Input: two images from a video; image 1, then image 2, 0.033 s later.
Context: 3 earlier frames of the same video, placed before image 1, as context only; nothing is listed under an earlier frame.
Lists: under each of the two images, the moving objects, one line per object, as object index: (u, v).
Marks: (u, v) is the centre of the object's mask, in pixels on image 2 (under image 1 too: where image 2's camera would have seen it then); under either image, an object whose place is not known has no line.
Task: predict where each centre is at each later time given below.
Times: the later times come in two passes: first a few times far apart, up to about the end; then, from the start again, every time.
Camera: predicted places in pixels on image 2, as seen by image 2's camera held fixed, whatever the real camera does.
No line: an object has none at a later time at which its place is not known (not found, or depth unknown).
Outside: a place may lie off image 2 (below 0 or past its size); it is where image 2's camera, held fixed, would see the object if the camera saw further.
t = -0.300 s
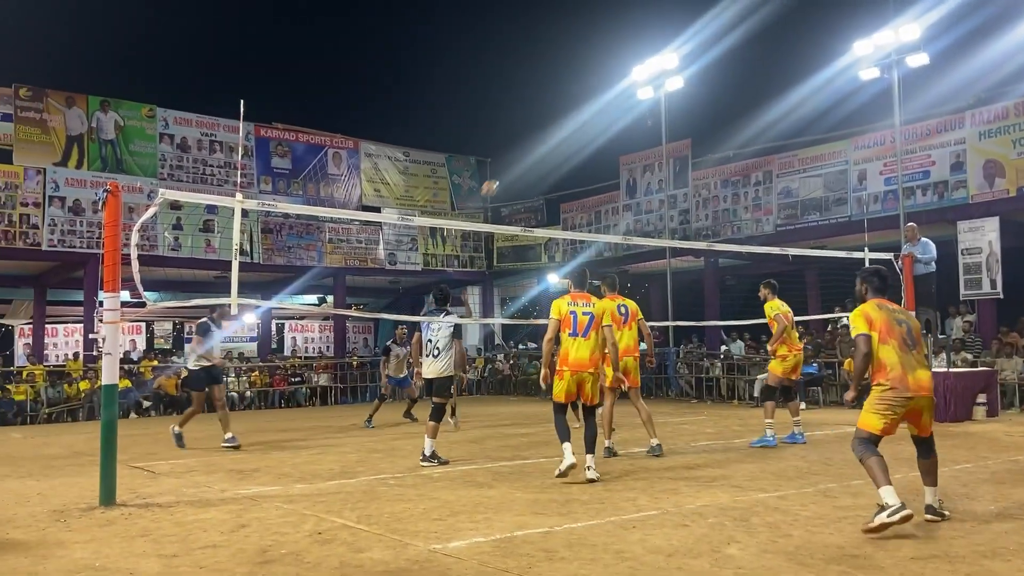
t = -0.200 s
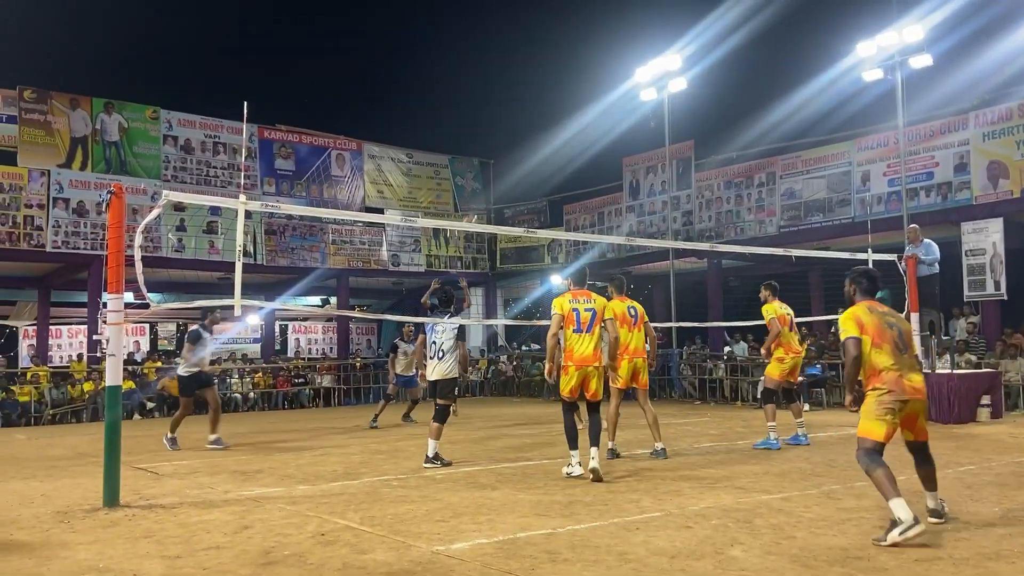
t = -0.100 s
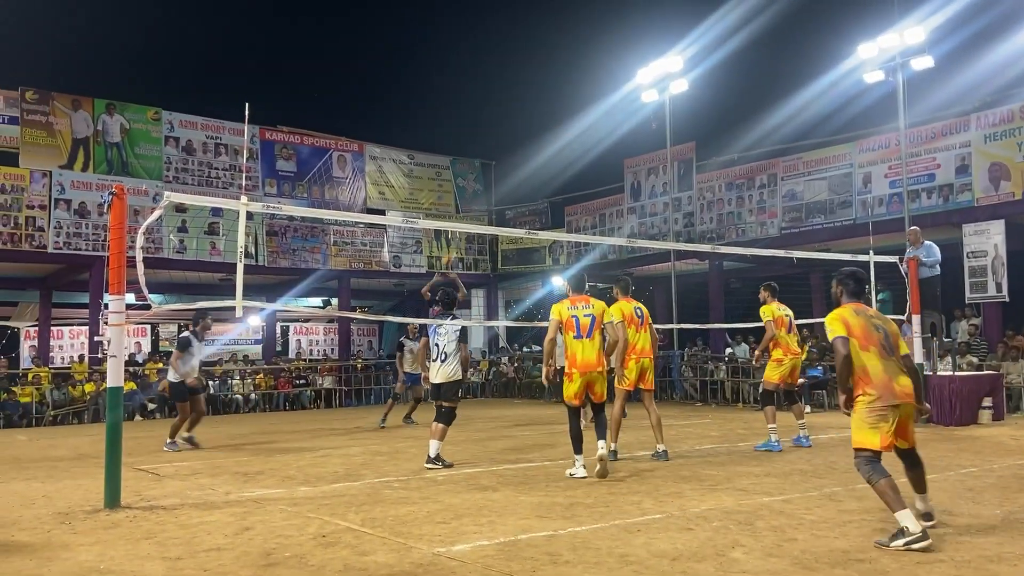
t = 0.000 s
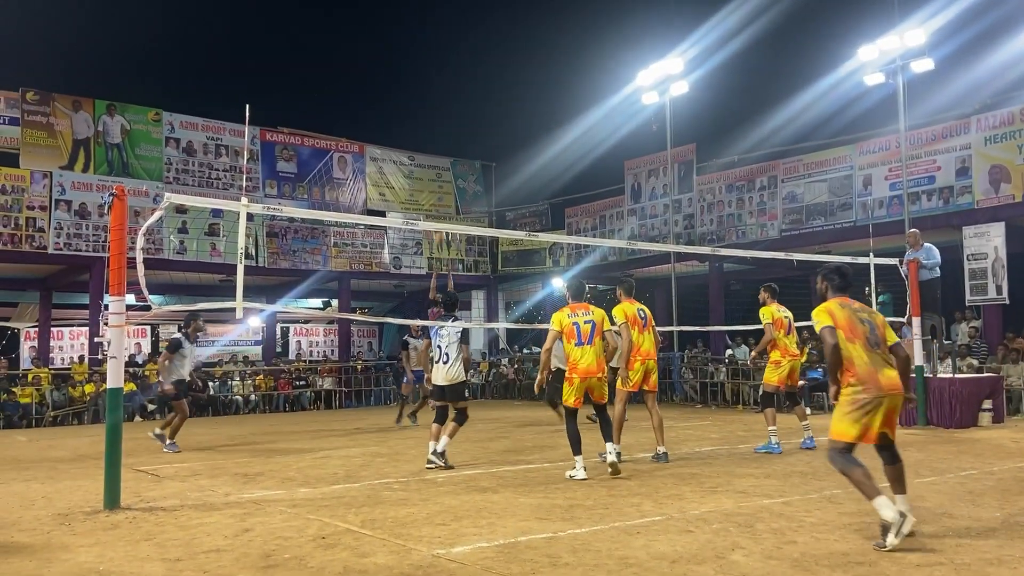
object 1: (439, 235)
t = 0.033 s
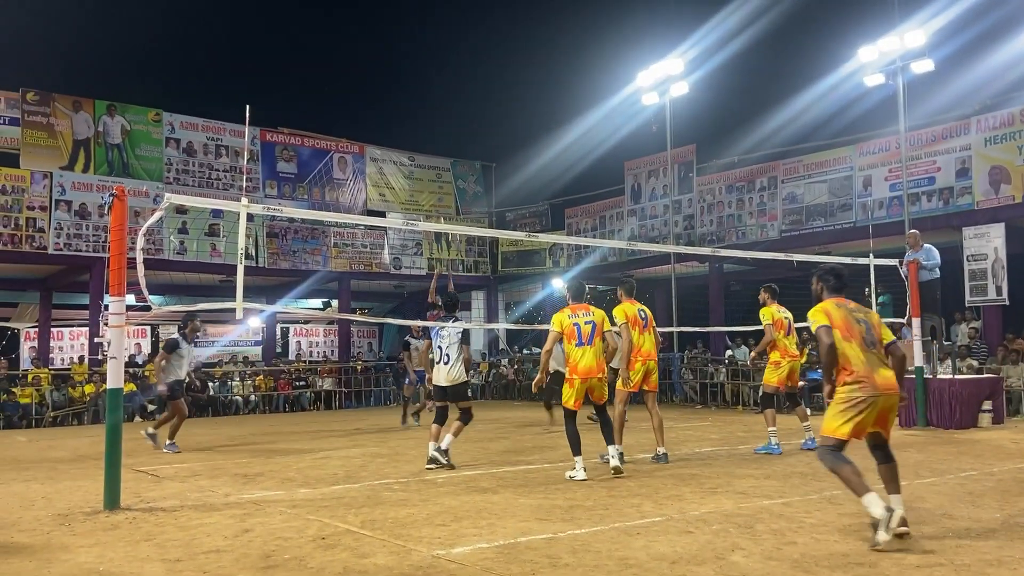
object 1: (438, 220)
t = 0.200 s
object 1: (427, 164)
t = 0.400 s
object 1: (415, 114)
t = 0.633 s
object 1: (401, 87)
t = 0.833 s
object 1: (388, 94)
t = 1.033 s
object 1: (376, 130)
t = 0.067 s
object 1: (435, 209)
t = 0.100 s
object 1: (433, 197)
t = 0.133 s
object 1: (431, 186)
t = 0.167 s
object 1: (429, 175)
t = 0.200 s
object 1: (427, 164)
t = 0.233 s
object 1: (425, 153)
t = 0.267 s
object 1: (423, 144)
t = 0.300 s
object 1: (421, 136)
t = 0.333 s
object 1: (419, 128)
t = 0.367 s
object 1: (417, 121)
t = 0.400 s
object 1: (415, 114)
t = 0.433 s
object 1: (413, 108)
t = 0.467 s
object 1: (411, 103)
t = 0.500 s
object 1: (409, 98)
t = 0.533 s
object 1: (407, 95)
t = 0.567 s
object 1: (405, 91)
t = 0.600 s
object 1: (403, 89)
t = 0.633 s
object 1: (401, 87)
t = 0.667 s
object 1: (399, 87)
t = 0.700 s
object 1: (396, 86)
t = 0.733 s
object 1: (394, 87)
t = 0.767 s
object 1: (392, 88)
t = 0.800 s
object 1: (390, 90)
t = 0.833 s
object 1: (388, 94)
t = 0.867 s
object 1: (386, 97)
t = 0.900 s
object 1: (384, 102)
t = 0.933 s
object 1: (382, 108)
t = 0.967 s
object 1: (380, 114)
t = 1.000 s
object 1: (378, 121)
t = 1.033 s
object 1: (376, 130)
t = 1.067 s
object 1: (374, 138)
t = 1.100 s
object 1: (373, 148)
